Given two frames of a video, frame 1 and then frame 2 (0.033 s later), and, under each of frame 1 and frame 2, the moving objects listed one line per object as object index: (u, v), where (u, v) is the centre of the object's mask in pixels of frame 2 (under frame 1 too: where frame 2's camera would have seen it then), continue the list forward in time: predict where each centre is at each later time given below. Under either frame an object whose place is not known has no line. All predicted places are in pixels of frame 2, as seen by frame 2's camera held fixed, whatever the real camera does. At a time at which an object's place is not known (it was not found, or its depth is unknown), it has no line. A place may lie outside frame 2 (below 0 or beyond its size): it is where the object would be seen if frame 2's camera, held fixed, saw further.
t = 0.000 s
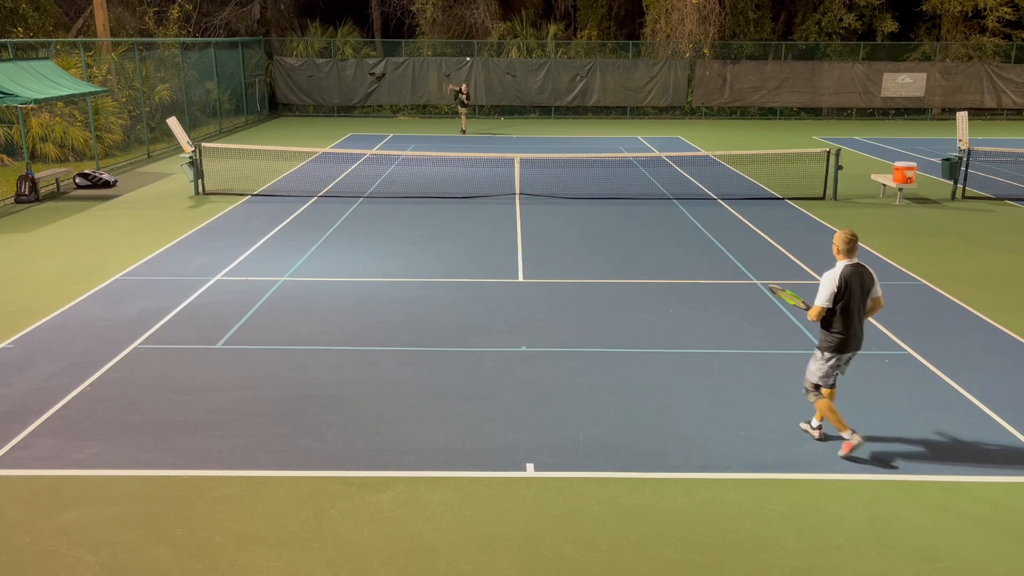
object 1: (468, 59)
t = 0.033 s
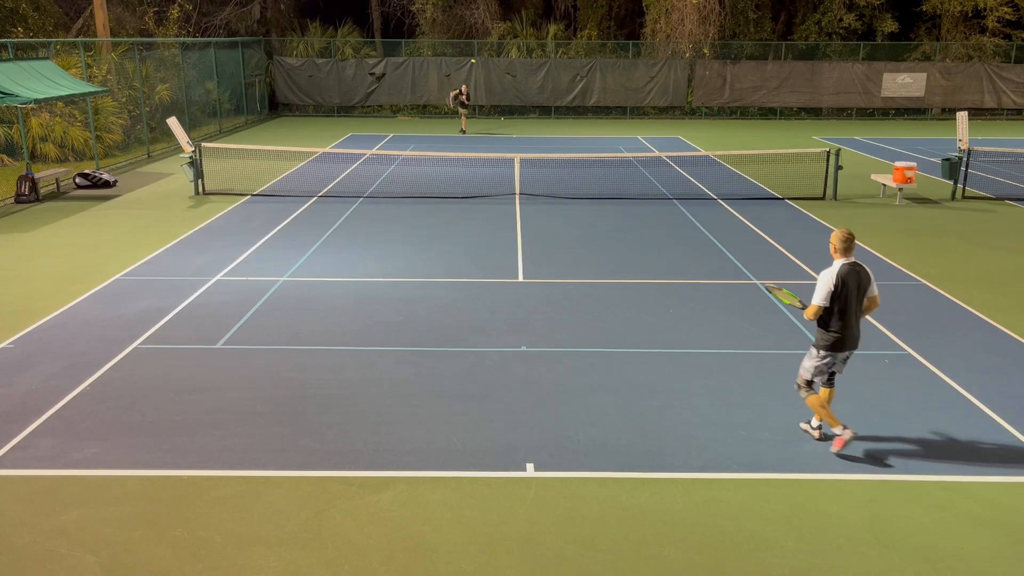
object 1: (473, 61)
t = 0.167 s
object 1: (498, 74)
